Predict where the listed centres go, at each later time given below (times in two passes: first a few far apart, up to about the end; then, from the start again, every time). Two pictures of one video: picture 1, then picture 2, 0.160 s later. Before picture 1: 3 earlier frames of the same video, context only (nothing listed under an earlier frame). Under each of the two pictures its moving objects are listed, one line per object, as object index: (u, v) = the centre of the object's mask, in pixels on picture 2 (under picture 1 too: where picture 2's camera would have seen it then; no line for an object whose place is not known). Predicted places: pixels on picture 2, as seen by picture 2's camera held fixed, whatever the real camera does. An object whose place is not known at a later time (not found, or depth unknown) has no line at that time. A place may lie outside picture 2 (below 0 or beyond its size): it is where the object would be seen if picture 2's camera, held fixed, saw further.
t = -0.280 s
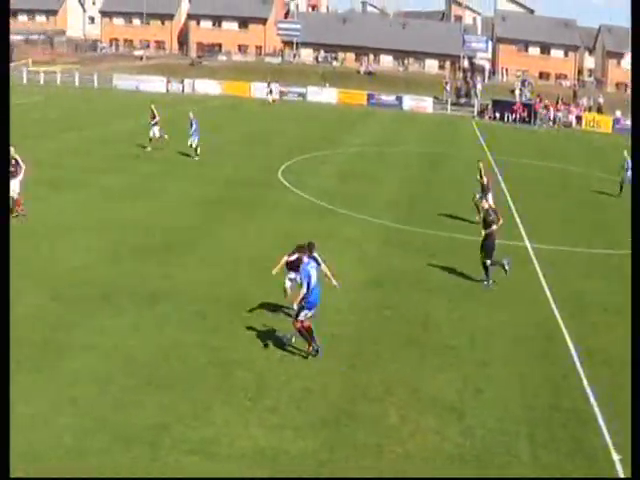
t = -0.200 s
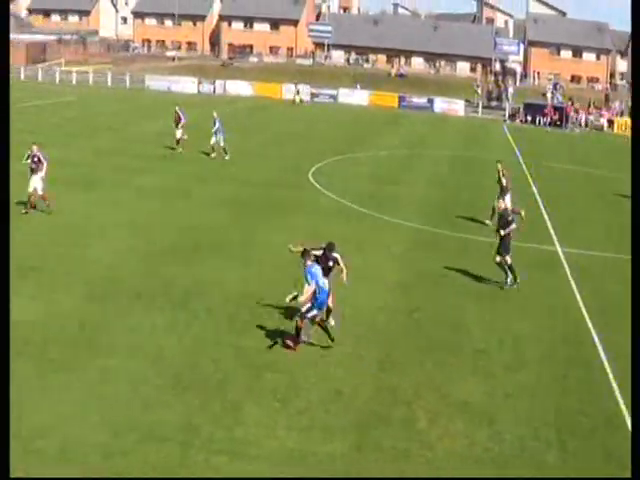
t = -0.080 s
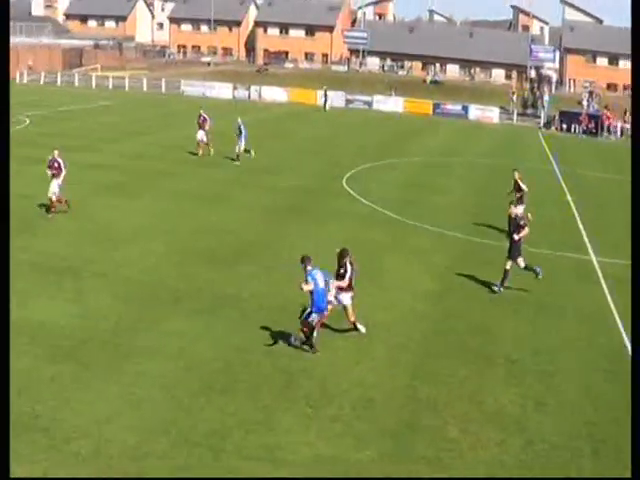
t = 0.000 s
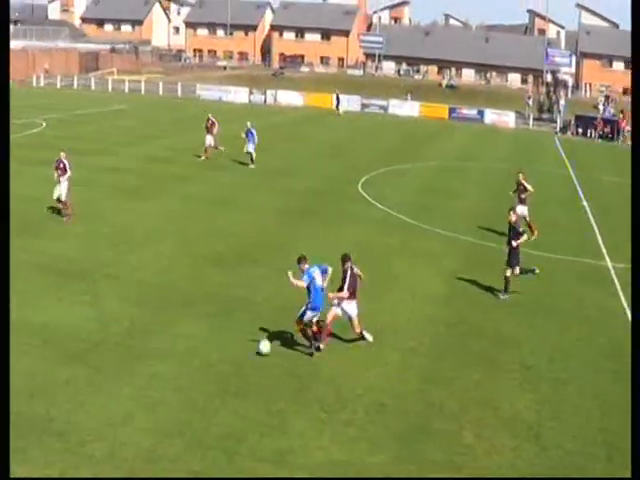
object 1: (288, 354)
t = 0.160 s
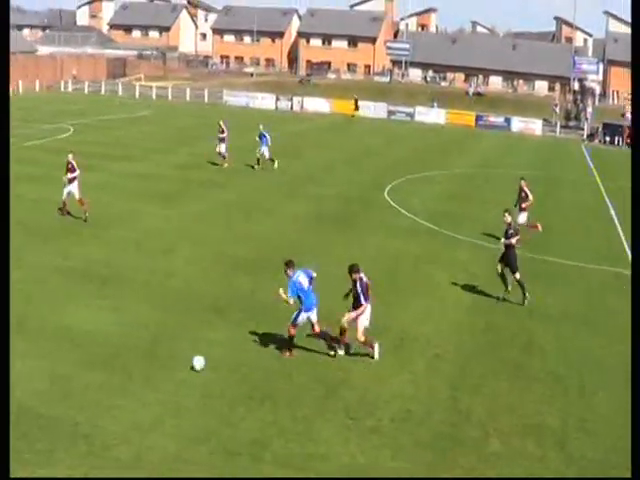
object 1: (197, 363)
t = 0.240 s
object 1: (155, 368)
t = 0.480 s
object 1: (42, 379)
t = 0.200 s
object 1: (175, 366)
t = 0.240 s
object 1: (155, 368)
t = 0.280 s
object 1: (135, 370)
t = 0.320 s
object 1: (115, 372)
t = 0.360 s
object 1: (96, 373)
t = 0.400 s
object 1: (79, 374)
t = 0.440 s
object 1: (60, 376)
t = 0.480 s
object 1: (42, 379)
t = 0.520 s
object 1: (23, 383)
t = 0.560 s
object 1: (6, 385)
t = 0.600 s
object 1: (-11, 387)
